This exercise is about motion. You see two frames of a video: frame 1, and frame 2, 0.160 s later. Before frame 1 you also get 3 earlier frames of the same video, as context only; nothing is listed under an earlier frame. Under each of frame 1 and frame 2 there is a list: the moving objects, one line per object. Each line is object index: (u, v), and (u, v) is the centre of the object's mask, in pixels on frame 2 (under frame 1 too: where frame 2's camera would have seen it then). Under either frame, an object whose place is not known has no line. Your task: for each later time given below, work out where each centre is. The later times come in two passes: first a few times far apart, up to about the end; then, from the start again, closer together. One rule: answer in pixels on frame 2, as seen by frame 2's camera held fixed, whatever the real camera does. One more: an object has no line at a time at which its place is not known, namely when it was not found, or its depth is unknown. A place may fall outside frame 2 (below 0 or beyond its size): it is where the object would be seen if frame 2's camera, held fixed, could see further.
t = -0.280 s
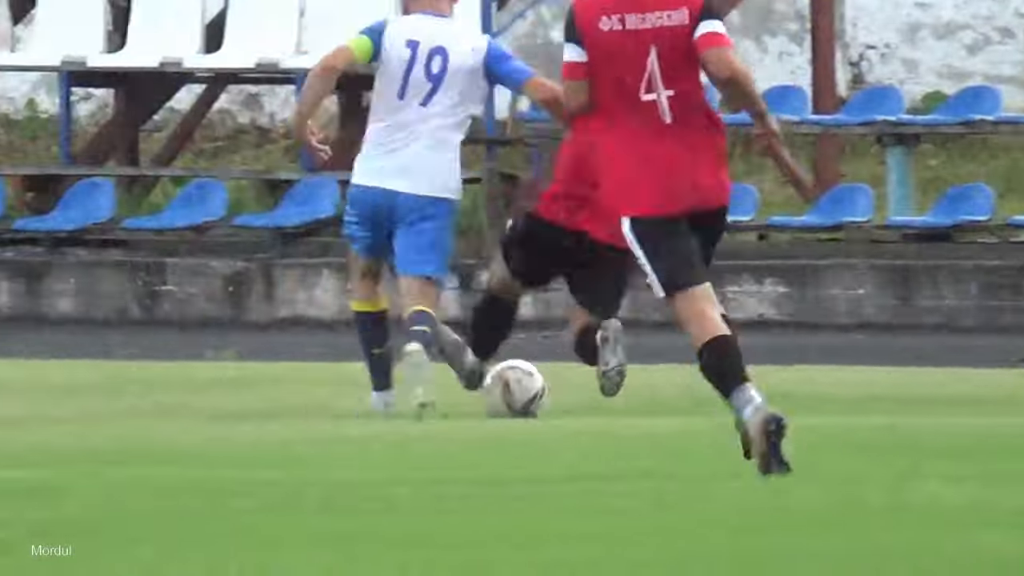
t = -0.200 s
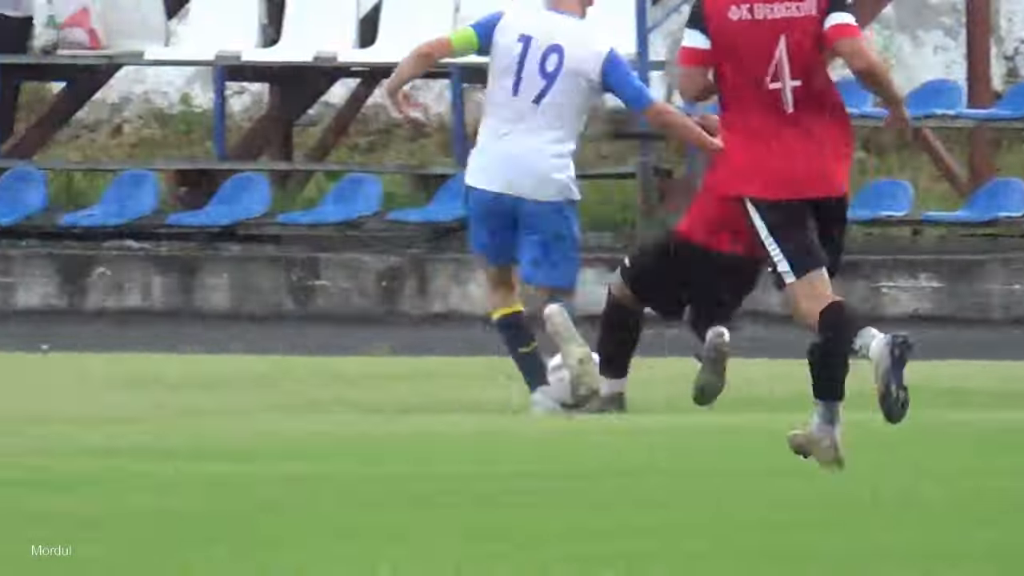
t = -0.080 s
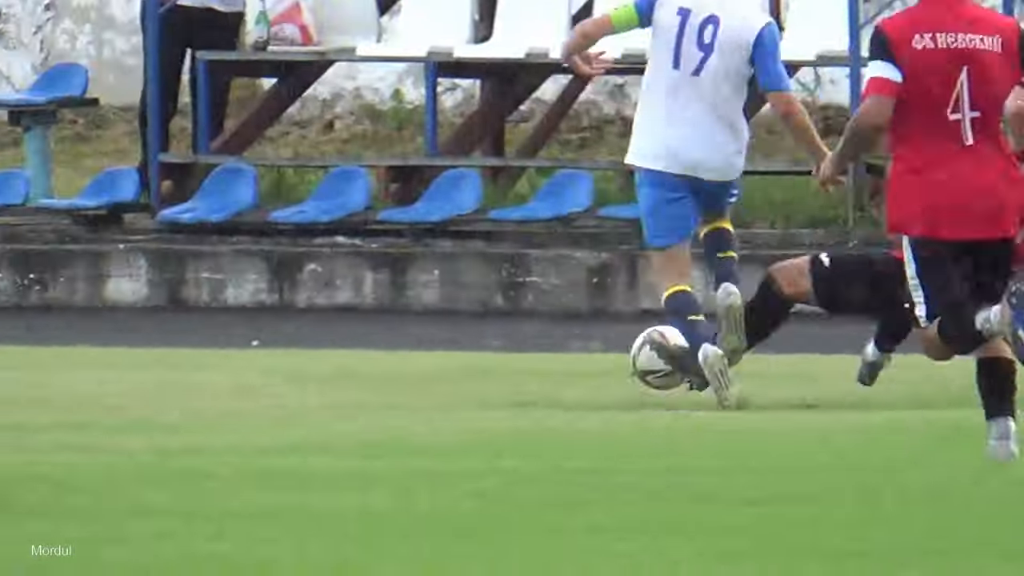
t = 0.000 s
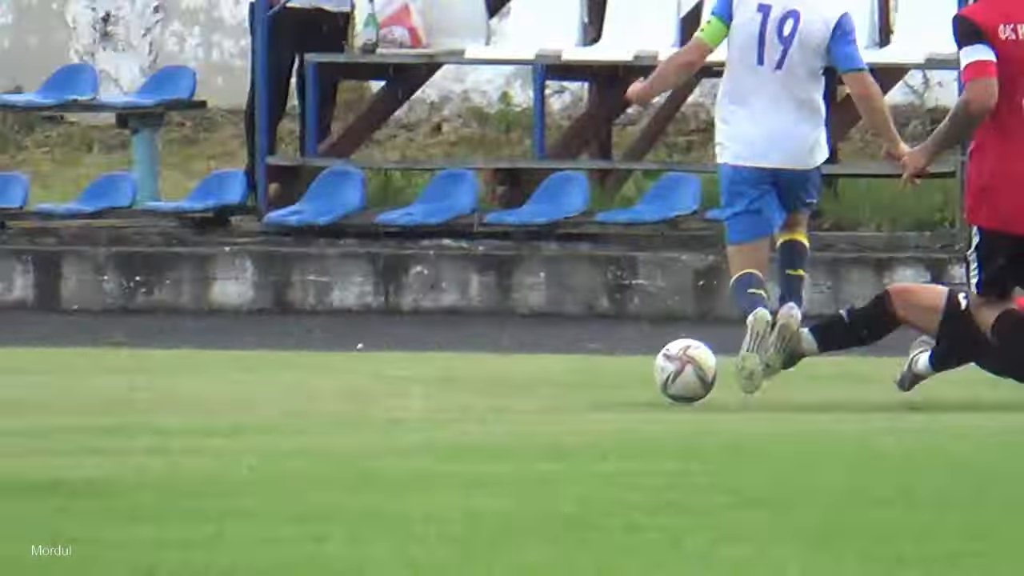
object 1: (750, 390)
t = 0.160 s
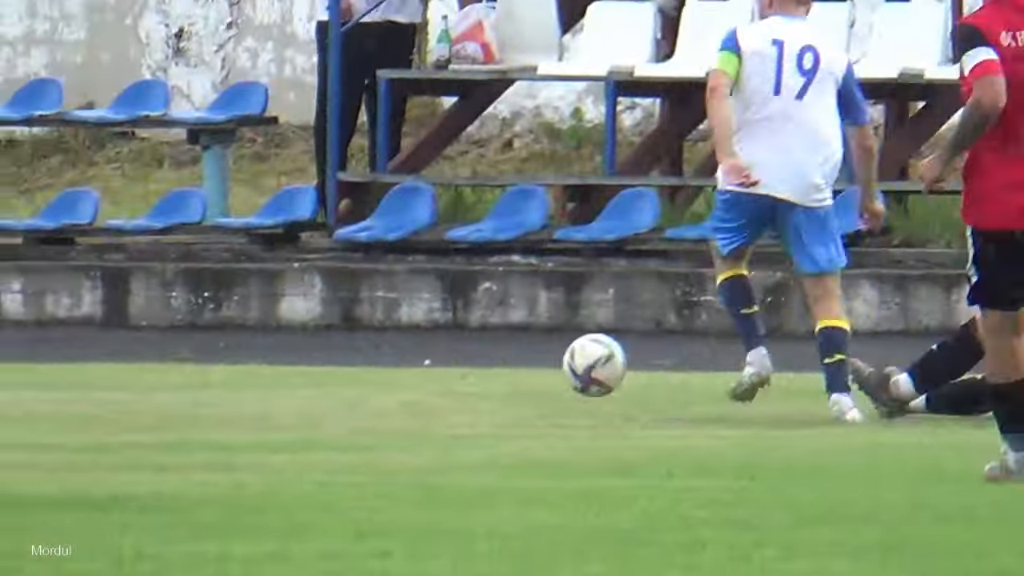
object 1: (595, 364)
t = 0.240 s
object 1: (517, 362)
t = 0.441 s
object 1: (332, 368)
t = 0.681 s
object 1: (126, 363)
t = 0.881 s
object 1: (-39, 364)
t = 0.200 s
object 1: (556, 360)
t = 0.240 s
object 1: (517, 362)
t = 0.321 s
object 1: (440, 377)
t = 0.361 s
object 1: (404, 383)
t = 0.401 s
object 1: (367, 375)
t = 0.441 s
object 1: (332, 368)
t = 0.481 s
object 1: (297, 364)
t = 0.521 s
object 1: (261, 365)
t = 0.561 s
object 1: (228, 370)
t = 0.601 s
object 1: (193, 373)
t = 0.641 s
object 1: (160, 366)
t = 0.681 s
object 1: (126, 363)
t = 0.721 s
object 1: (92, 364)
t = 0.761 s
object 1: (59, 368)
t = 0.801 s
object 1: (25, 371)
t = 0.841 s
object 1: (-7, 367)
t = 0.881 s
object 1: (-39, 364)
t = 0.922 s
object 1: (-70, 365)
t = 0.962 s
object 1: (-103, 369)
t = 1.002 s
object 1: (-135, 369)
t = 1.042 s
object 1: (-167, 366)
